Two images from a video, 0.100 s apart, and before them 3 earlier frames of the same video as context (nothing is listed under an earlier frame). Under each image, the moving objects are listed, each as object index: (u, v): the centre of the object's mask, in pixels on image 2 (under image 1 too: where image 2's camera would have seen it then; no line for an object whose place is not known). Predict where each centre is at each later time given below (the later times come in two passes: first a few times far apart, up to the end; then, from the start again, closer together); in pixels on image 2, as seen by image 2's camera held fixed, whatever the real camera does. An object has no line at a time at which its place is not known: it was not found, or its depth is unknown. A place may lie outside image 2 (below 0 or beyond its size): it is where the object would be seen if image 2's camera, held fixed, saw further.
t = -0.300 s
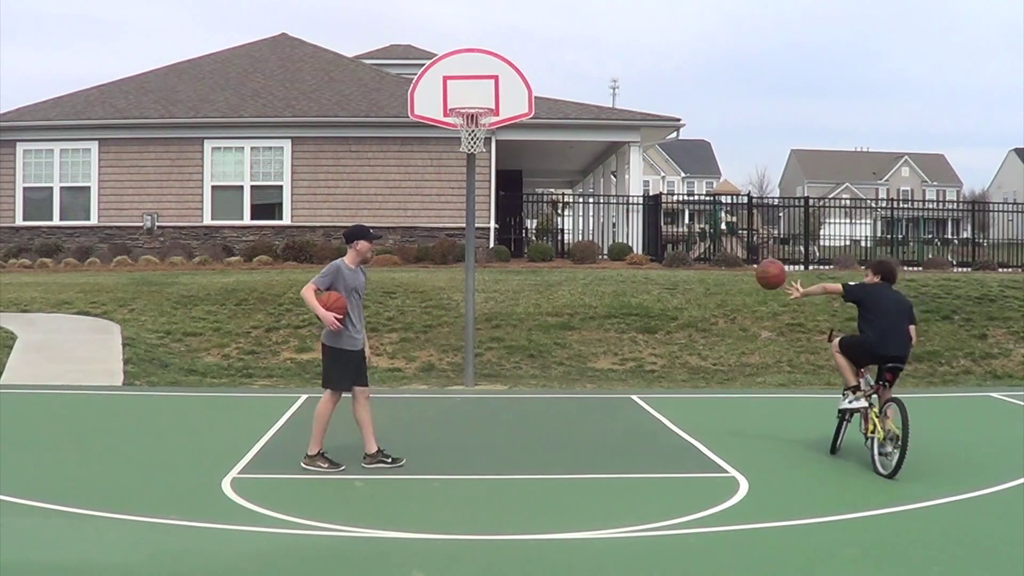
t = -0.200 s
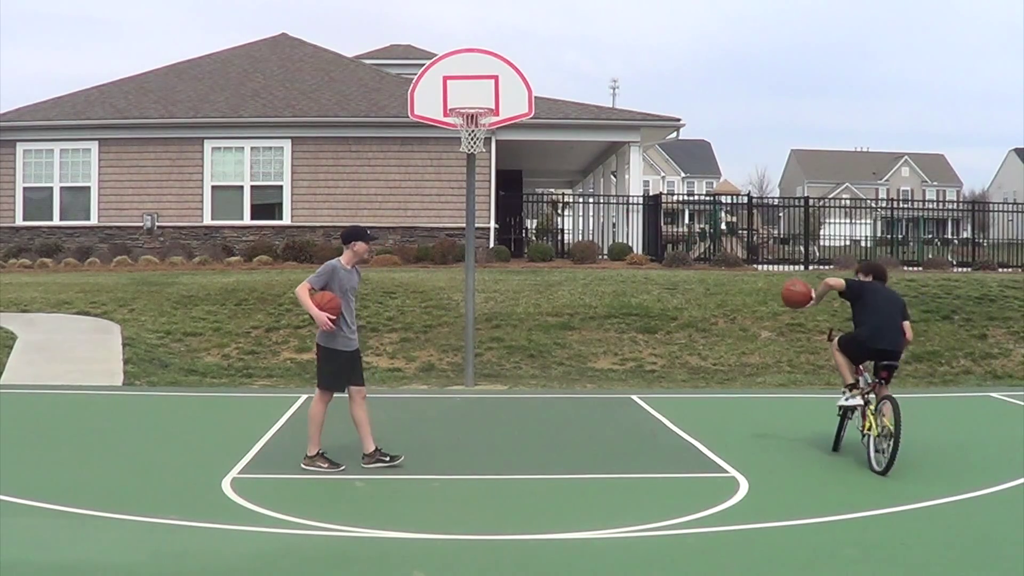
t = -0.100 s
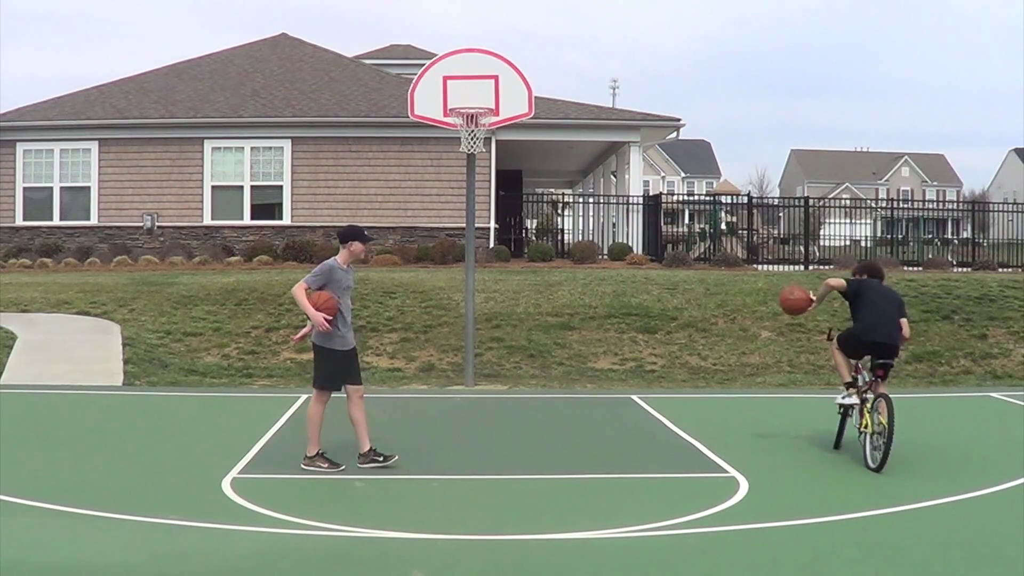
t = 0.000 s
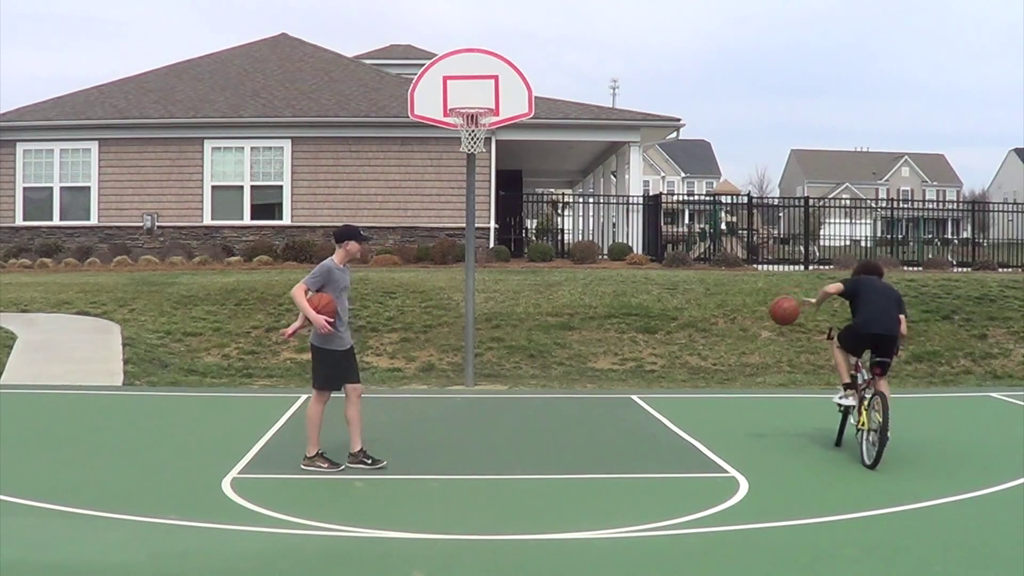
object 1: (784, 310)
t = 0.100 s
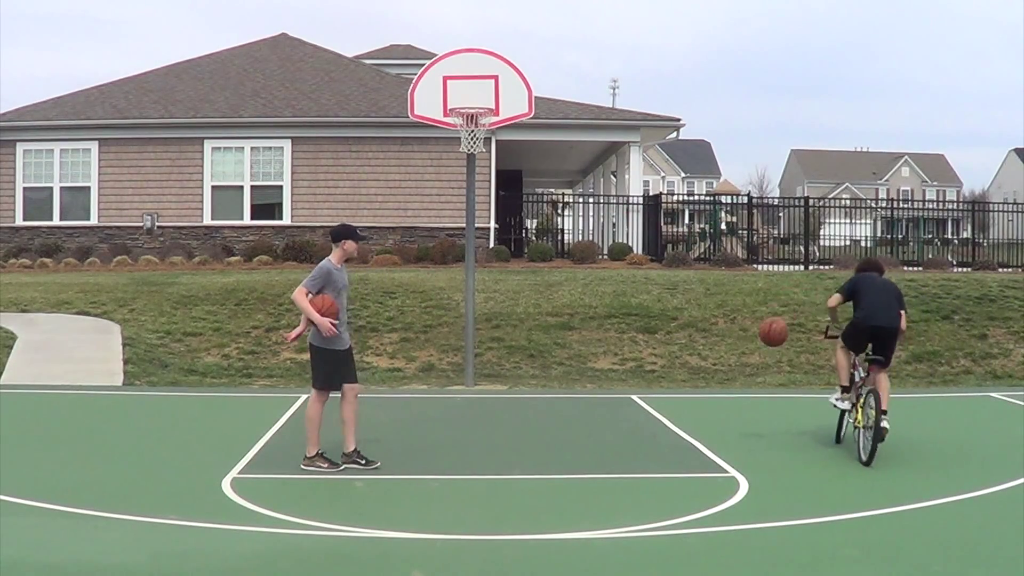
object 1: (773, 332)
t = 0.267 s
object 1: (755, 393)
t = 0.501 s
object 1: (734, 370)
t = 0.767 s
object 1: (709, 324)
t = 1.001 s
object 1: (688, 351)
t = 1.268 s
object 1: (664, 400)
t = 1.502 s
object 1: (644, 346)
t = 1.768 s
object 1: (620, 356)
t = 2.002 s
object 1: (601, 408)
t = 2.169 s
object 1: (590, 364)
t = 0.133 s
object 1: (770, 341)
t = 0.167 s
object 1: (766, 352)
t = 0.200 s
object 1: (763, 365)
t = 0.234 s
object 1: (759, 378)
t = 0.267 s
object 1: (755, 393)
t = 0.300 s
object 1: (752, 409)
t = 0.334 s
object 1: (748, 425)
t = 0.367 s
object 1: (745, 423)
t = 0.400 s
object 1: (742, 408)
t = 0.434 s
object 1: (739, 393)
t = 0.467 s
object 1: (737, 380)
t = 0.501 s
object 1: (734, 370)
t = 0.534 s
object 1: (731, 359)
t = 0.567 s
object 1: (728, 350)
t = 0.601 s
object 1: (725, 342)
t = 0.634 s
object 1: (722, 336)
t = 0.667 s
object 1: (719, 331)
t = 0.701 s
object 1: (715, 328)
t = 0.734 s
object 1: (713, 325)
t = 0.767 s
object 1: (709, 324)
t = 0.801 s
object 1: (707, 324)
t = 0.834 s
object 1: (704, 326)
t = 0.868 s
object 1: (701, 328)
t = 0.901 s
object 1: (697, 332)
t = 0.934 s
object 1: (695, 337)
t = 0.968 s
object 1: (691, 344)
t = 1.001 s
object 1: (688, 351)
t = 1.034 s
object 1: (685, 360)
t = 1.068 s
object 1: (682, 370)
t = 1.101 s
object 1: (679, 381)
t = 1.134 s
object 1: (676, 394)
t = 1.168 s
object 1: (672, 407)
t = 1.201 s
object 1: (669, 423)
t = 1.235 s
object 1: (667, 413)
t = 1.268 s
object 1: (664, 400)
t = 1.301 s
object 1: (661, 389)
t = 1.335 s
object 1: (658, 379)
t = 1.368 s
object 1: (656, 369)
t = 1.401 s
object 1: (652, 362)
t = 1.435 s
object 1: (650, 355)
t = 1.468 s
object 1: (647, 350)
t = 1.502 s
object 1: (644, 346)
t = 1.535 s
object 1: (641, 343)
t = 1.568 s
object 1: (639, 341)
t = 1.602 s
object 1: (636, 341)
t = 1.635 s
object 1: (633, 341)
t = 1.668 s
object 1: (630, 343)
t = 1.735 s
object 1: (624, 351)
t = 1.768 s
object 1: (620, 356)
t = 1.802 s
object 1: (618, 363)
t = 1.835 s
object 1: (615, 371)
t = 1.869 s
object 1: (612, 380)
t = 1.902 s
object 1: (609, 391)
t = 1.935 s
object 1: (606, 403)
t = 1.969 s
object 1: (603, 415)
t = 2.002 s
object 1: (601, 408)
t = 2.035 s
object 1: (599, 397)
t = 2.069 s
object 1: (596, 387)
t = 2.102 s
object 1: (594, 379)
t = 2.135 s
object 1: (592, 371)
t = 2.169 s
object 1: (590, 364)
